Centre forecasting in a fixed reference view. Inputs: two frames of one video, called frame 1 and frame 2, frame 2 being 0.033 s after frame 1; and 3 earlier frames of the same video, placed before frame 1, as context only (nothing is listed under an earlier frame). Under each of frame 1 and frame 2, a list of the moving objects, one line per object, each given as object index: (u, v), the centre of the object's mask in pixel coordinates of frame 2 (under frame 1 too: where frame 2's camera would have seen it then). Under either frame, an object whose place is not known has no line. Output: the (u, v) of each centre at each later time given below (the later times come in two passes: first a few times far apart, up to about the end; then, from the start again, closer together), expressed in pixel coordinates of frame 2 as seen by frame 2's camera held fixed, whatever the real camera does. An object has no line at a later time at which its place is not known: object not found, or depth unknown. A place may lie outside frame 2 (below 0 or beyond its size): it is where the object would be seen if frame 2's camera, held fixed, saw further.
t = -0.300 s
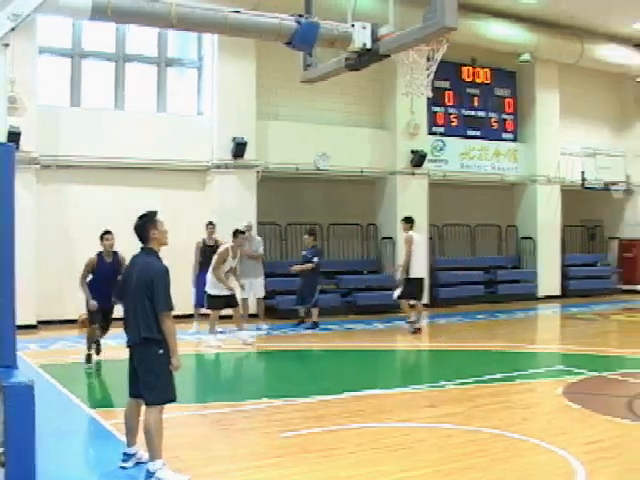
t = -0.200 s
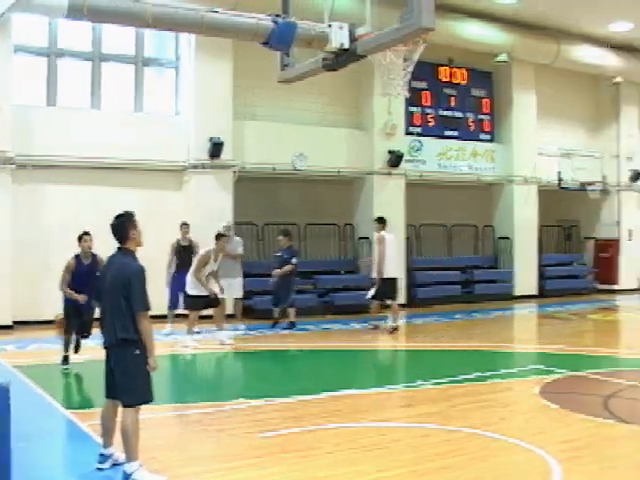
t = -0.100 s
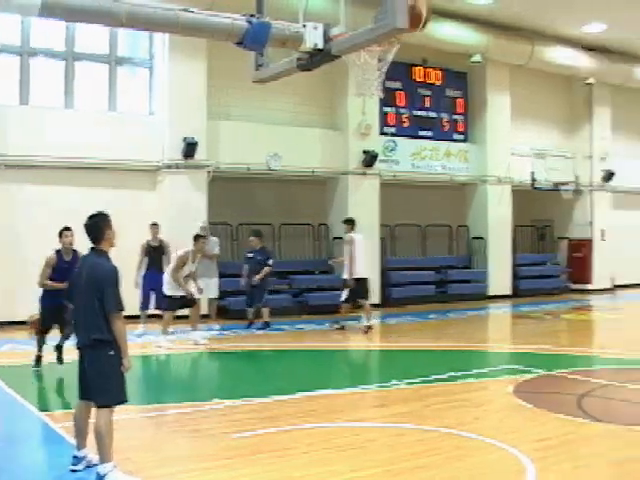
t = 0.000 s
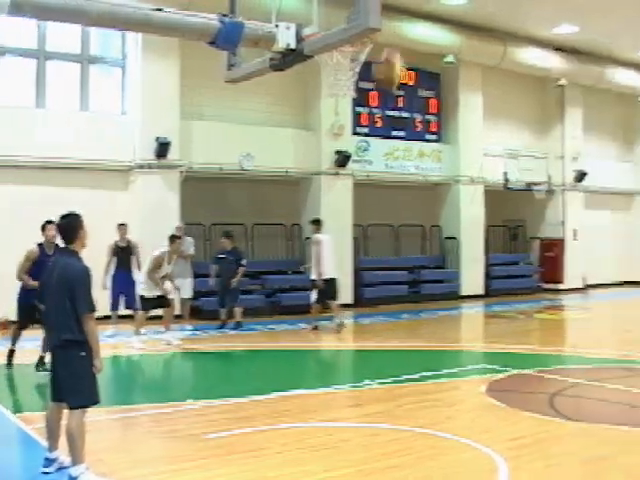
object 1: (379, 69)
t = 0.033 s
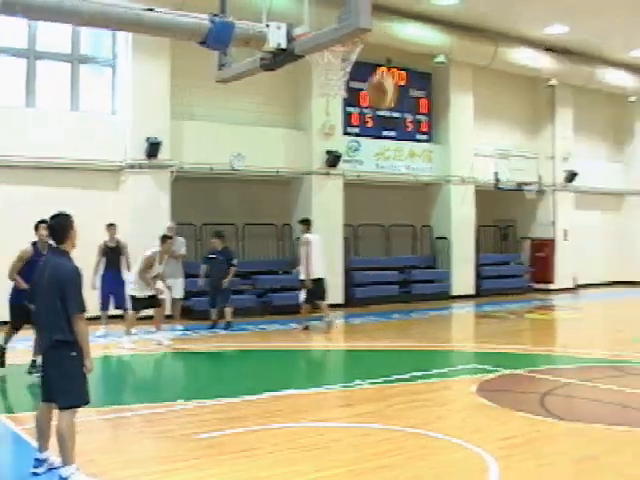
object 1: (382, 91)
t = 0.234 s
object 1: (386, 251)
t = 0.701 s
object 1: (418, 253)
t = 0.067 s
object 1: (383, 111)
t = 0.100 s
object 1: (384, 136)
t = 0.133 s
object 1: (384, 165)
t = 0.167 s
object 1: (385, 192)
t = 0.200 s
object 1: (385, 221)
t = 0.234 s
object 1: (386, 251)
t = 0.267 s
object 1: (386, 284)
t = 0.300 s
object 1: (387, 317)
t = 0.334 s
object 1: (386, 352)
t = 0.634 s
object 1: (411, 296)
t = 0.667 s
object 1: (416, 276)
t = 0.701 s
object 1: (418, 253)
